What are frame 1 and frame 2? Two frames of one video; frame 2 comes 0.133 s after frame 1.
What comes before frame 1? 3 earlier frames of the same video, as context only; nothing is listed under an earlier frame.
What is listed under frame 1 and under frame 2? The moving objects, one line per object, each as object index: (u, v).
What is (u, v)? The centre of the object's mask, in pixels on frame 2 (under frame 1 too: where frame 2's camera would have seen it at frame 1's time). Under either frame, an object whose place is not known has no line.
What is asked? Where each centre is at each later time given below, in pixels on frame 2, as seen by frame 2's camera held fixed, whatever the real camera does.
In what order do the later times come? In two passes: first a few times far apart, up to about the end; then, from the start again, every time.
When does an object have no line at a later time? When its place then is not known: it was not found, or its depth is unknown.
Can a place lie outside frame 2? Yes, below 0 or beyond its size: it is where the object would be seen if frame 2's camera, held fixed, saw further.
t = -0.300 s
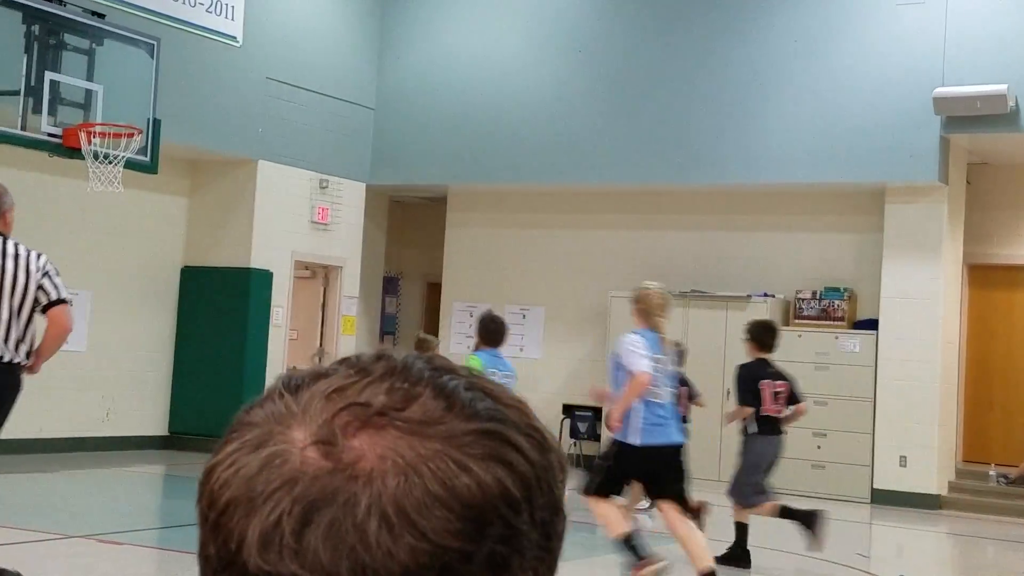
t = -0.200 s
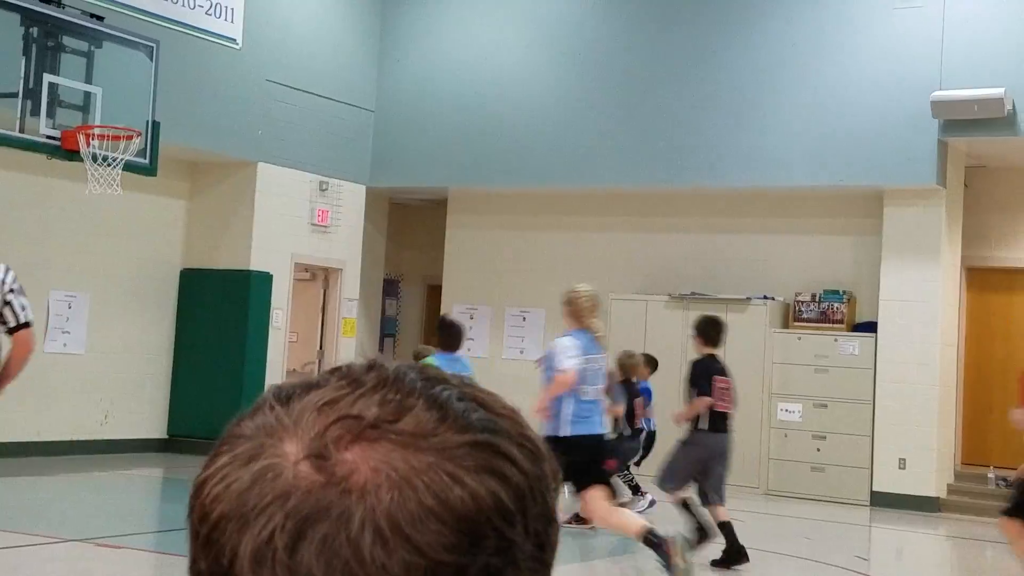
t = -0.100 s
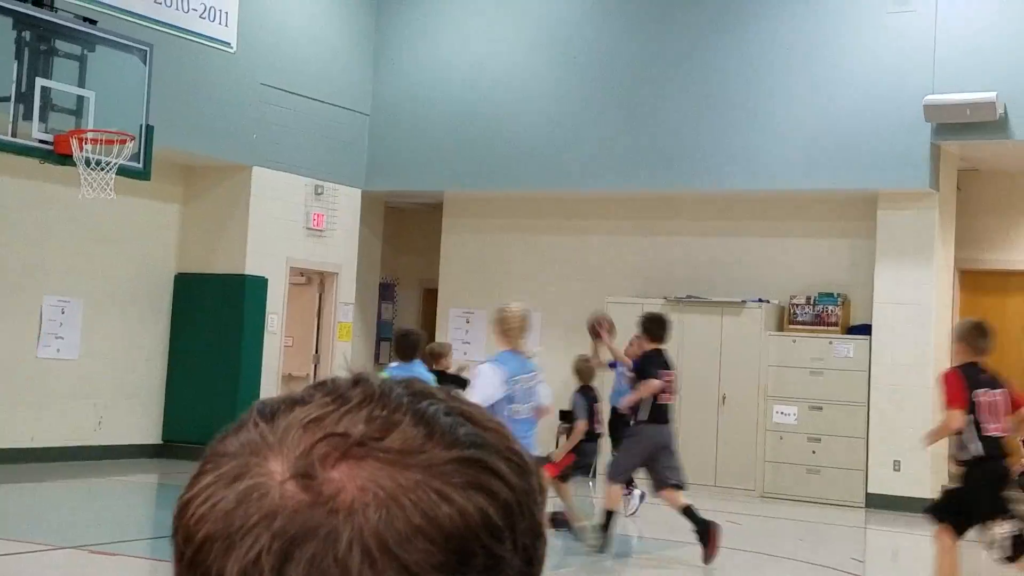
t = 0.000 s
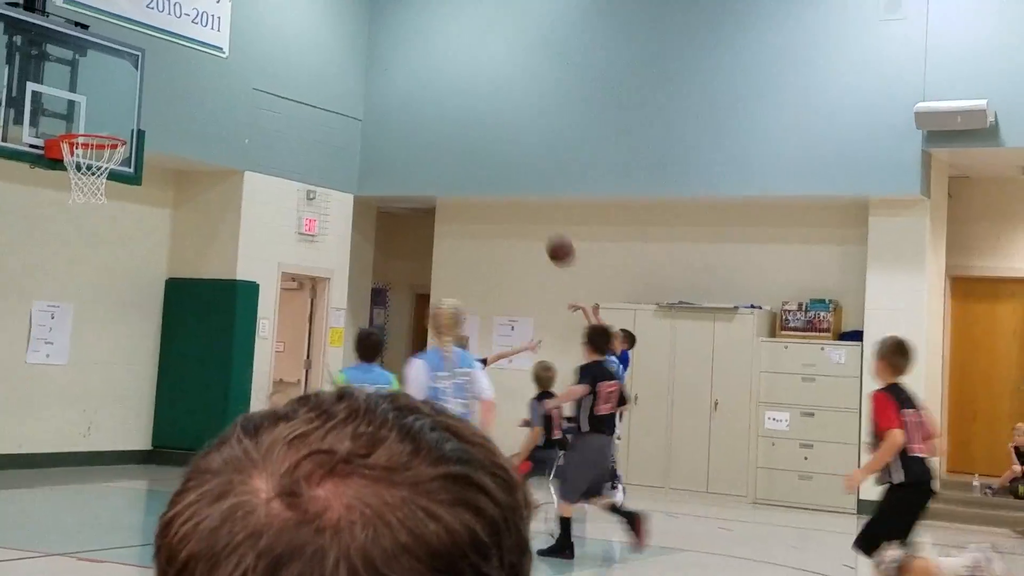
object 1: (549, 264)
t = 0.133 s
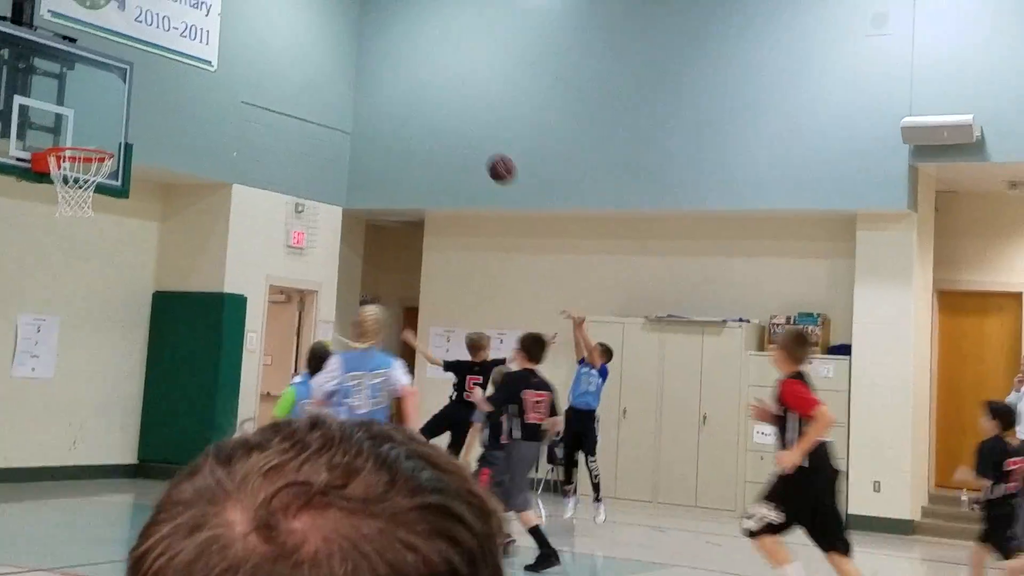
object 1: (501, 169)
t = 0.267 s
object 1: (452, 95)
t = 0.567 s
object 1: (337, 4)
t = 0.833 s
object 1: (221, 10)
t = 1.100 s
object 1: (94, 103)
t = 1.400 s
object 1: (98, 106)
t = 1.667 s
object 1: (181, 142)
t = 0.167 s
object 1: (489, 148)
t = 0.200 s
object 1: (476, 129)
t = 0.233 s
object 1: (464, 112)
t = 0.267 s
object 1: (452, 95)
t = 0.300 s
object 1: (439, 80)
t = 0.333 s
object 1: (425, 66)
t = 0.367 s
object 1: (412, 53)
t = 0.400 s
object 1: (399, 42)
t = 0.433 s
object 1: (388, 32)
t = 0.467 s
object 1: (378, 23)
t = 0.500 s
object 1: (364, 15)
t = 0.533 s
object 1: (349, 9)
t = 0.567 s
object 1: (337, 4)
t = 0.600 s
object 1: (324, 0)
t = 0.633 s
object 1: (310, -2)
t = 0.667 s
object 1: (296, -3)
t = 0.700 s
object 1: (280, -3)
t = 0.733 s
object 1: (266, -2)
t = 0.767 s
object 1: (251, 1)
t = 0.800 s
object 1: (236, 4)
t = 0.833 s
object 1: (221, 10)
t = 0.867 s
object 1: (205, 16)
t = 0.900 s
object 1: (189, 24)
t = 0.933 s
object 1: (173, 34)
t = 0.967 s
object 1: (157, 45)
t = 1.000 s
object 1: (141, 58)
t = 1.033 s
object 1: (125, 70)
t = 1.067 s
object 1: (110, 86)
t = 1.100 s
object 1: (94, 103)
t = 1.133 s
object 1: (78, 121)
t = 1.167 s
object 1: (65, 134)
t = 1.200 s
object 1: (68, 127)
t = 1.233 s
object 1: (70, 121)
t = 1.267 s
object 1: (73, 115)
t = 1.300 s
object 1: (76, 112)
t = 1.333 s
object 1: (77, 110)
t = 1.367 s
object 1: (87, 107)
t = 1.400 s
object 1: (98, 106)
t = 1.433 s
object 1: (109, 106)
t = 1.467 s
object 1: (121, 107)
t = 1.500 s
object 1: (132, 109)
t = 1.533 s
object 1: (142, 113)
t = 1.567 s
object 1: (152, 118)
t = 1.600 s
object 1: (162, 125)
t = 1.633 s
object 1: (172, 133)
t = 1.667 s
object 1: (181, 142)
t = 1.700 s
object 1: (190, 152)
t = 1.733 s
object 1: (200, 164)
